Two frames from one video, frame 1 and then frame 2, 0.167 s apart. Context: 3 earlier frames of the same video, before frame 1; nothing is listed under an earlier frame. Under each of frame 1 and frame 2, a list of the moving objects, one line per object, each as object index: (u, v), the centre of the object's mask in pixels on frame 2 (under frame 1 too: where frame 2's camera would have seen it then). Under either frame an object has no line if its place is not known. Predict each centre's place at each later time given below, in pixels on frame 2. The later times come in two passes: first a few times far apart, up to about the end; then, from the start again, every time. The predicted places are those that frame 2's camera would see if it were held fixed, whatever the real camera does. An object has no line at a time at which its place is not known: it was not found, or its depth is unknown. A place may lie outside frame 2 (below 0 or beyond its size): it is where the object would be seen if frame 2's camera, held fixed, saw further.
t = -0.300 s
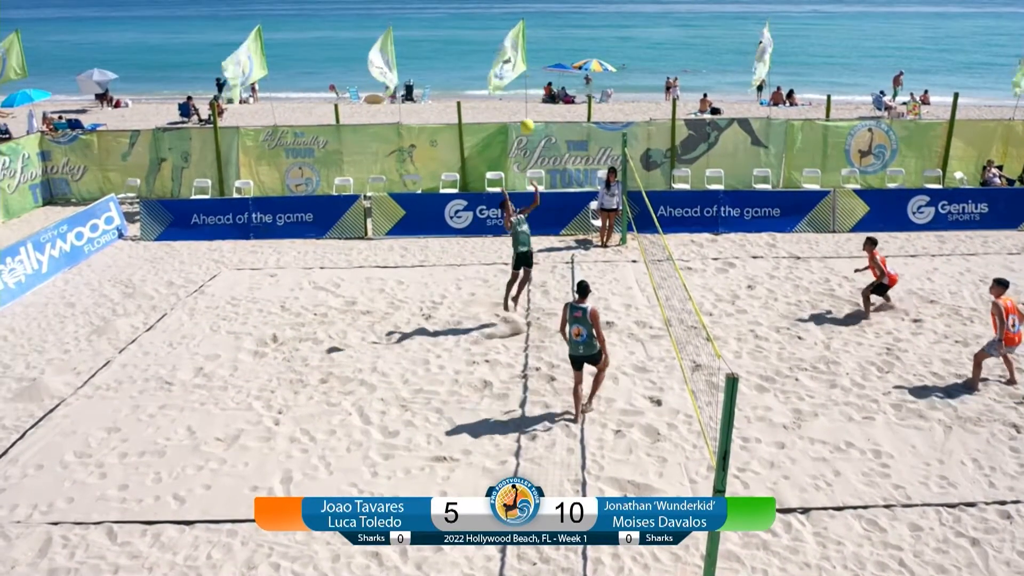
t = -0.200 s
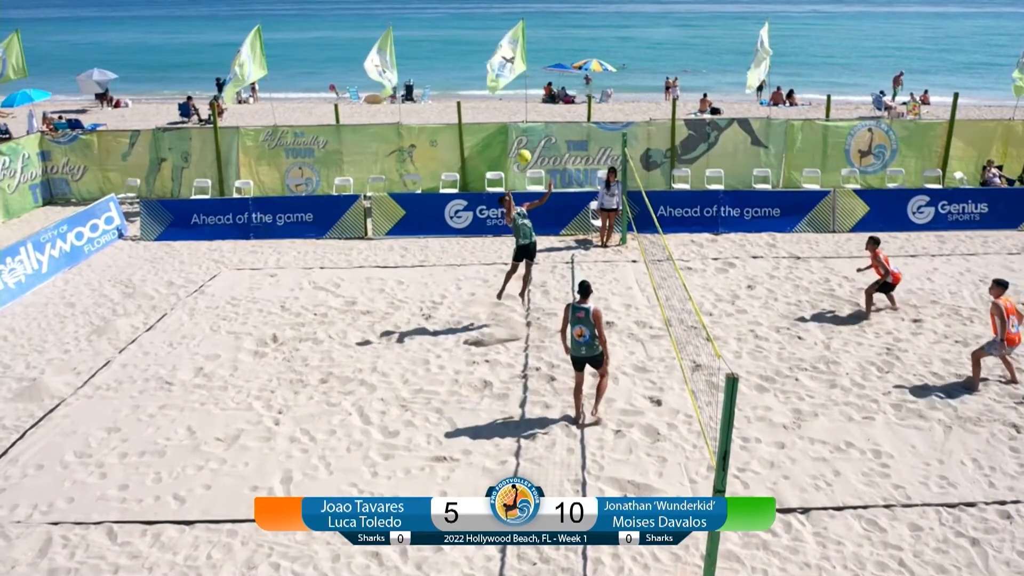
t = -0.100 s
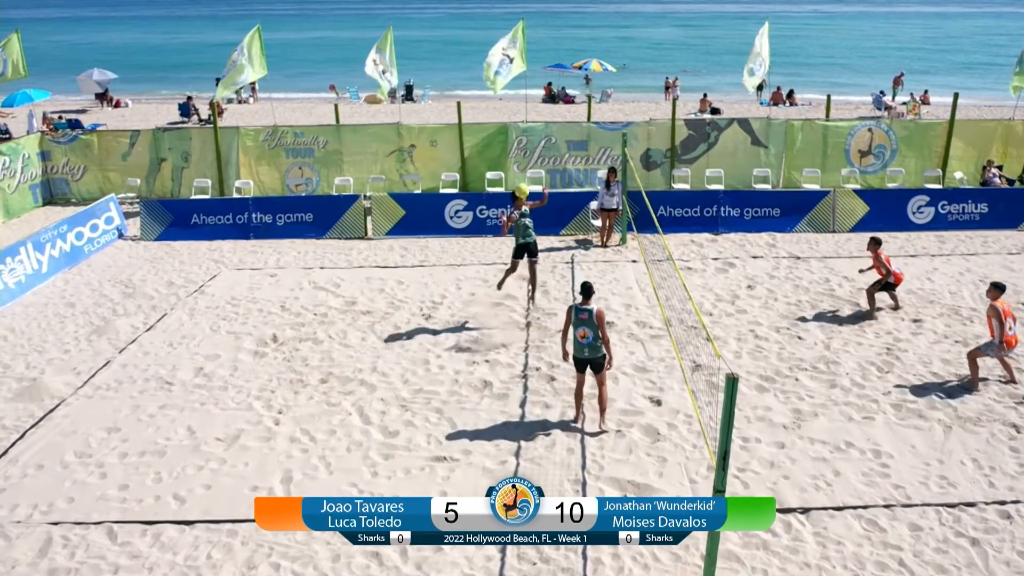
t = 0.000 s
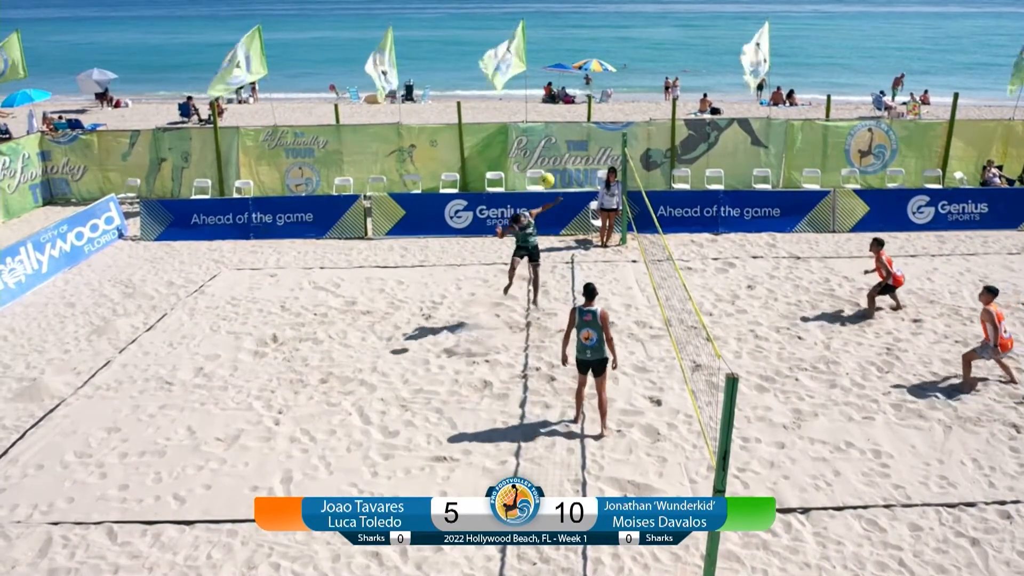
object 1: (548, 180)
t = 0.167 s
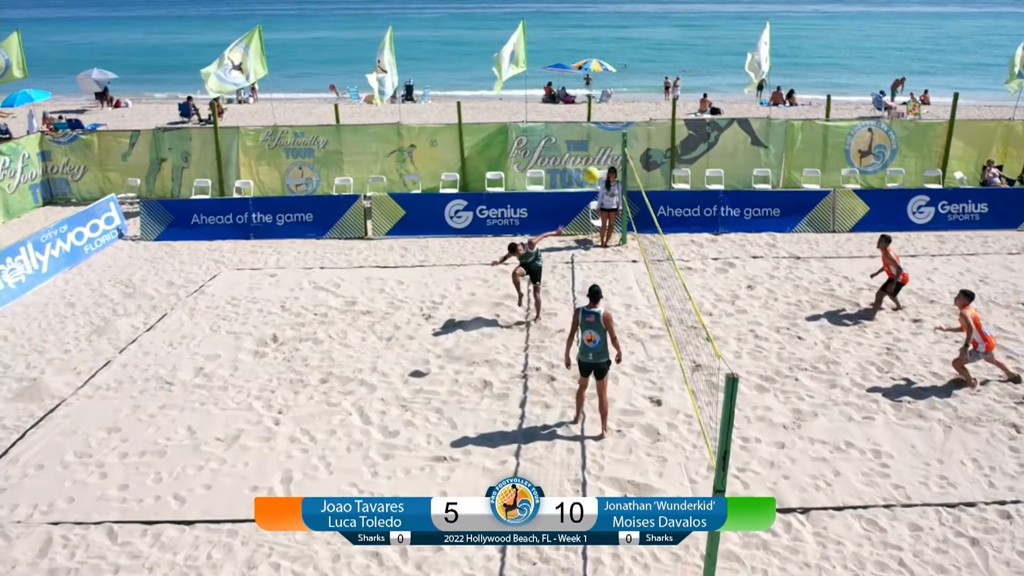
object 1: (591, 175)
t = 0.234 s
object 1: (611, 179)
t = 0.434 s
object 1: (673, 210)
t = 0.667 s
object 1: (751, 294)
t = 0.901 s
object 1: (831, 430)
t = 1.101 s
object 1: (891, 459)
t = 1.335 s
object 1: (959, 471)
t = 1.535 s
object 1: (1013, 520)
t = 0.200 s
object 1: (602, 176)
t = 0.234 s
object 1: (611, 179)
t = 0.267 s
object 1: (621, 181)
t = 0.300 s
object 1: (631, 185)
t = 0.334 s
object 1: (641, 190)
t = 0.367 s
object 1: (652, 196)
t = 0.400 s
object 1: (662, 203)
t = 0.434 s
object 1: (673, 210)
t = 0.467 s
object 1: (684, 219)
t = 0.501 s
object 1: (694, 228)
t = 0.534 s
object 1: (705, 239)
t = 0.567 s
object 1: (717, 251)
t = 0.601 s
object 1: (728, 265)
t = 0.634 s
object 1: (739, 279)
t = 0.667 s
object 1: (751, 294)
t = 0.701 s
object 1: (762, 310)
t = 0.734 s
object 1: (774, 327)
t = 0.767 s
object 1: (785, 346)
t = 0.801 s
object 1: (797, 365)
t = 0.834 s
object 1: (808, 386)
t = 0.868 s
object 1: (820, 408)
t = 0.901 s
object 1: (831, 430)
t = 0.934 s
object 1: (842, 454)
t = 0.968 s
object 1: (852, 471)
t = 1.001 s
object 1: (861, 467)
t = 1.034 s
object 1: (872, 463)
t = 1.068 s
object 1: (881, 460)
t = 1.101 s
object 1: (891, 459)
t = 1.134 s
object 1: (901, 457)
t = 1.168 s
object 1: (910, 457)
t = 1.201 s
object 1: (920, 458)
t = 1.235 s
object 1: (930, 460)
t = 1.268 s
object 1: (940, 463)
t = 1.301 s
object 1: (949, 467)
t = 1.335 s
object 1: (959, 471)
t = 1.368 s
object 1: (969, 477)
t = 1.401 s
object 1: (978, 483)
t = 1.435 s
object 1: (987, 491)
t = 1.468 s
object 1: (996, 499)
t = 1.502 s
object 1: (1006, 509)
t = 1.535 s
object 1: (1013, 520)
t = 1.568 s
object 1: (1017, 531)
